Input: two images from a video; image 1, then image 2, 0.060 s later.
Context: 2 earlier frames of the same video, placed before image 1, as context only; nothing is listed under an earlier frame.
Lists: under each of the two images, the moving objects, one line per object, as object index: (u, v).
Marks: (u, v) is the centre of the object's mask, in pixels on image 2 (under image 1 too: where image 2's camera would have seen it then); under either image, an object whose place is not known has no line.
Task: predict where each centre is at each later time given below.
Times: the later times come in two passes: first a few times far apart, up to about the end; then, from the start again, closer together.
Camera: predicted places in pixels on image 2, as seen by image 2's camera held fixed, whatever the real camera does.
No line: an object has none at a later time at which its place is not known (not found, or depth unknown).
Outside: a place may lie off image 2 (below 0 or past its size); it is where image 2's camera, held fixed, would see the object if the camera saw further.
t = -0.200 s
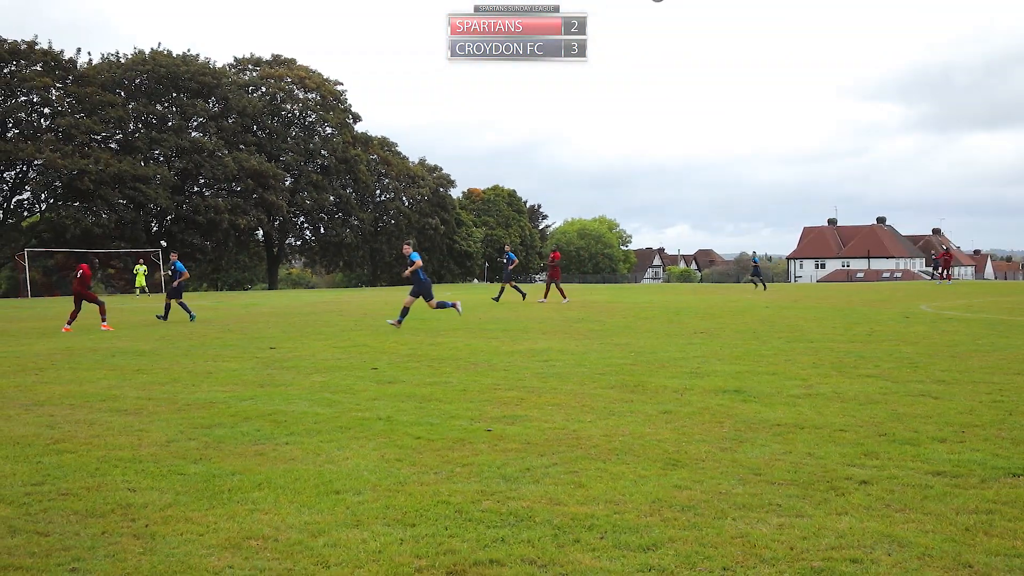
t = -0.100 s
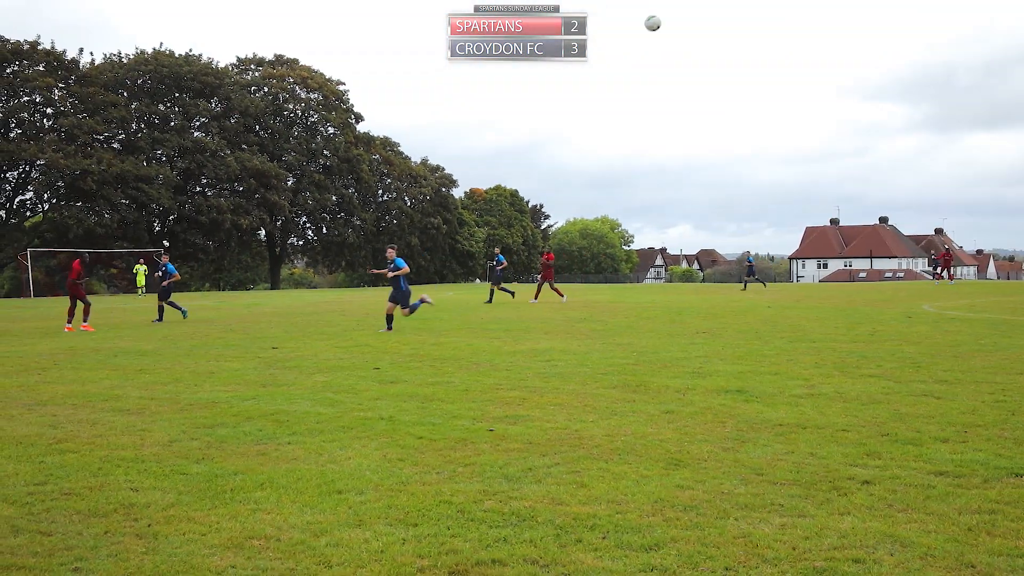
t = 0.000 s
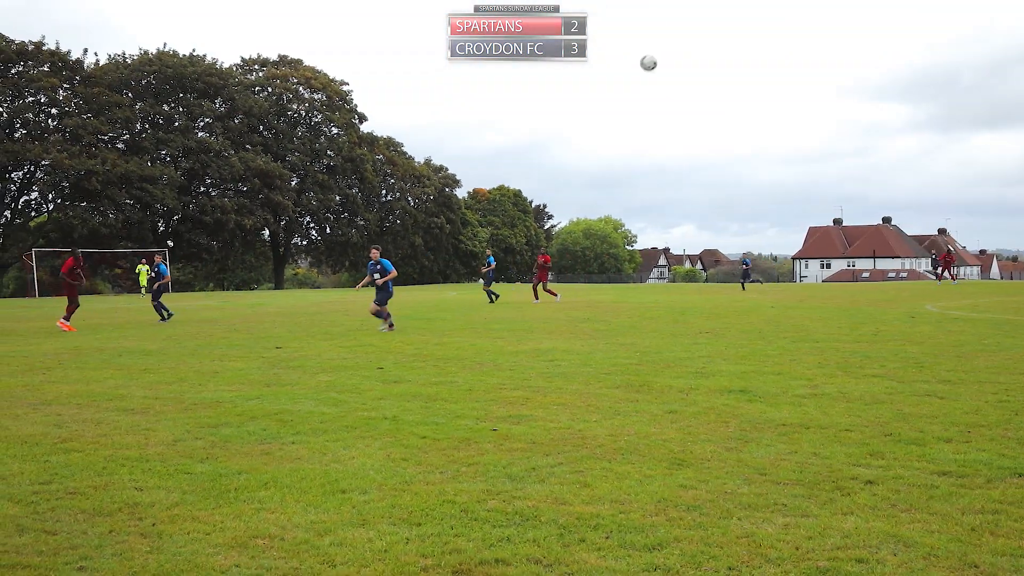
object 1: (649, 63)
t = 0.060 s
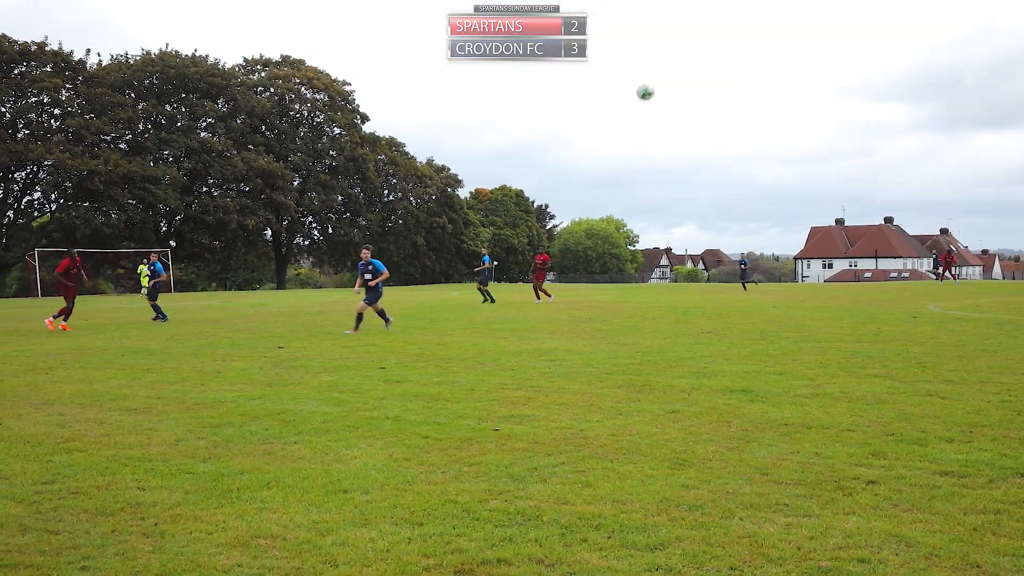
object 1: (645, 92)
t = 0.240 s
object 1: (629, 207)
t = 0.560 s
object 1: (594, 299)
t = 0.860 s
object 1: (578, 179)
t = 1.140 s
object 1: (569, 140)
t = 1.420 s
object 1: (560, 180)
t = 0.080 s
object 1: (644, 103)
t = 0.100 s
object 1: (642, 114)
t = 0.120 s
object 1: (640, 126)
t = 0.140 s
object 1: (638, 137)
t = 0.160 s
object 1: (637, 151)
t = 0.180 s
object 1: (635, 163)
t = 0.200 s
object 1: (633, 179)
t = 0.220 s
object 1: (631, 193)
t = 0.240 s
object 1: (629, 207)
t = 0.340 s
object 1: (619, 287)
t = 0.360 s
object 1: (617, 307)
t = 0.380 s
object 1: (614, 327)
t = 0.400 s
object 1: (611, 348)
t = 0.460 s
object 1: (604, 364)
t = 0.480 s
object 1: (601, 349)
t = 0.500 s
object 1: (599, 335)
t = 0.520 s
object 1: (598, 322)
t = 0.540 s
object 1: (596, 311)
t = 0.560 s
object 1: (594, 299)
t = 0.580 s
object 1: (592, 288)
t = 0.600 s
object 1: (590, 278)
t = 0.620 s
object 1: (588, 269)
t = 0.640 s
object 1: (587, 260)
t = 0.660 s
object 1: (586, 250)
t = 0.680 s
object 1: (584, 242)
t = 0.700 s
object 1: (584, 233)
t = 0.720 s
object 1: (583, 225)
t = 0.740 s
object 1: (584, 217)
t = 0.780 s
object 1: (581, 204)
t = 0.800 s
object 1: (581, 197)
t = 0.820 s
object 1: (580, 190)
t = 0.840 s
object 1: (579, 185)
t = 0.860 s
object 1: (578, 179)
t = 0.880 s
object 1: (578, 175)
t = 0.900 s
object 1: (577, 170)
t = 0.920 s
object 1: (577, 164)
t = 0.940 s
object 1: (576, 160)
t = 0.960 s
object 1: (576, 156)
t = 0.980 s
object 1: (575, 153)
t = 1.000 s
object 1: (574, 151)
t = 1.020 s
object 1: (573, 147)
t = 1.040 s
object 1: (572, 145)
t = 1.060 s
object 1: (572, 144)
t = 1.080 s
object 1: (571, 142)
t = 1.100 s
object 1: (571, 140)
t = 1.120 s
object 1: (570, 140)
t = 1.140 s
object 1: (569, 140)
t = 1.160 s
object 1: (568, 140)
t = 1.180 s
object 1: (567, 141)
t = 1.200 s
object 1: (566, 143)
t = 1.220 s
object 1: (566, 143)
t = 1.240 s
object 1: (565, 145)
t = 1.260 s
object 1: (564, 148)
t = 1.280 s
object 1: (564, 150)
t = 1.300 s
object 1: (563, 153)
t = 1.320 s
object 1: (562, 157)
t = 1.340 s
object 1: (562, 160)
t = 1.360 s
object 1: (561, 165)
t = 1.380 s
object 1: (560, 170)
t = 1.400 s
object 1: (560, 174)
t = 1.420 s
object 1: (560, 180)
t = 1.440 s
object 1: (559, 187)
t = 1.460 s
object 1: (559, 193)
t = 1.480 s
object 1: (558, 198)
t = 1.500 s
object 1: (558, 208)
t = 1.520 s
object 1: (557, 215)
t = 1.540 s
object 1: (556, 224)
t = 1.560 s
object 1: (556, 231)
